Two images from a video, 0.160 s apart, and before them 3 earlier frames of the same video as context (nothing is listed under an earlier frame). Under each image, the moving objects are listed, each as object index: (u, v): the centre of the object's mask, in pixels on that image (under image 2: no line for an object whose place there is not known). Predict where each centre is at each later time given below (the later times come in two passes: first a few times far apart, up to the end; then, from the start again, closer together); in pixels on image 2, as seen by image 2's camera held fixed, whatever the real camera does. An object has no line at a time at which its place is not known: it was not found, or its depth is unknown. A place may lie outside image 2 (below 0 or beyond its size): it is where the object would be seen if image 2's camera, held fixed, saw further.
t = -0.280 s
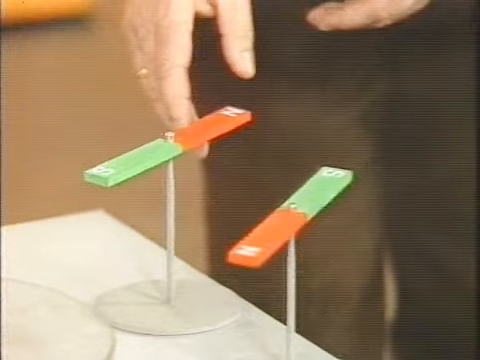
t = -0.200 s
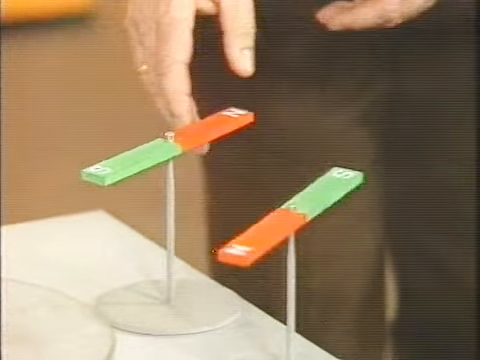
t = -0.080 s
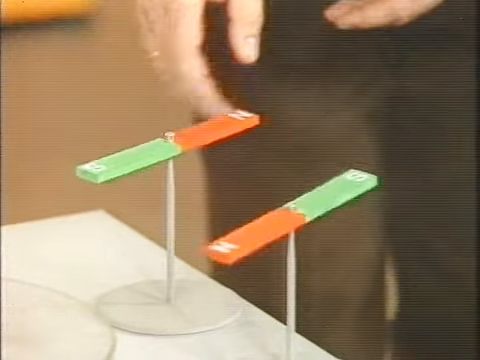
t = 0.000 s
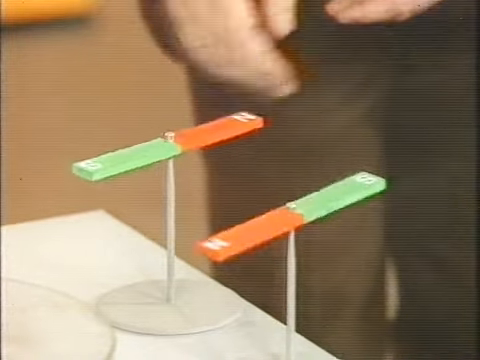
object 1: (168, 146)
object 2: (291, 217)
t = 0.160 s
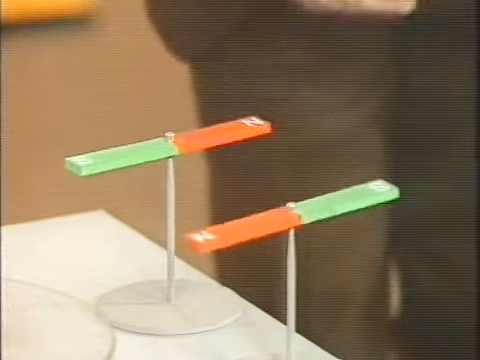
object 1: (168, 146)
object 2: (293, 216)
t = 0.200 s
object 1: (168, 146)
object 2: (294, 216)
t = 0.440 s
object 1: (168, 146)
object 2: (293, 216)
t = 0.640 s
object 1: (169, 146)
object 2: (294, 216)
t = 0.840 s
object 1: (169, 146)
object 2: (295, 216)
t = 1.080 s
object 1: (169, 146)
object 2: (295, 216)
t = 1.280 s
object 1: (168, 147)
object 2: (295, 216)
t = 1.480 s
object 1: (168, 147)
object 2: (295, 216)
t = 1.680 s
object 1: (171, 147)
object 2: (296, 217)
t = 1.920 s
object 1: (171, 146)
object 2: (292, 217)
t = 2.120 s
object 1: (170, 146)
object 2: (292, 217)
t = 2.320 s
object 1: (169, 146)
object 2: (292, 217)
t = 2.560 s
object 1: (172, 147)
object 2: (293, 218)
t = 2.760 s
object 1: (172, 148)
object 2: (293, 216)
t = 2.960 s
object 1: (168, 148)
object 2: (292, 216)
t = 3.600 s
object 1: (171, 146)
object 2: (291, 217)
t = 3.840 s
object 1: (172, 148)
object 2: (293, 217)
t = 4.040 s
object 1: (170, 147)
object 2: (293, 217)
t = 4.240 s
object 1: (174, 146)
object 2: (294, 219)
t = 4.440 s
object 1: (173, 147)
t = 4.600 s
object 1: (175, 147)
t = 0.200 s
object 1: (168, 146)
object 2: (294, 216)
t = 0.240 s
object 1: (168, 146)
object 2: (292, 216)
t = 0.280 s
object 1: (168, 146)
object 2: (291, 216)
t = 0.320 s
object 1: (168, 146)
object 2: (292, 216)
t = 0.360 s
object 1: (168, 146)
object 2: (294, 216)
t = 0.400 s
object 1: (168, 146)
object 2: (292, 216)
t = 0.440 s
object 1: (168, 146)
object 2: (293, 216)
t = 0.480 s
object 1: (168, 146)
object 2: (293, 216)
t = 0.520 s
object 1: (168, 146)
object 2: (293, 216)
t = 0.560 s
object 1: (169, 146)
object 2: (293, 216)
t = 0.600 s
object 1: (168, 146)
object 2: (293, 216)
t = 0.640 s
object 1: (169, 146)
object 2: (294, 216)
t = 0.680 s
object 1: (169, 146)
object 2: (294, 216)
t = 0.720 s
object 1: (169, 146)
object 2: (295, 216)
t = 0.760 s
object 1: (169, 146)
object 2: (294, 216)
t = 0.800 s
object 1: (169, 146)
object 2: (294, 216)
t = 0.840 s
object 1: (169, 146)
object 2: (295, 216)
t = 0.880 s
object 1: (169, 146)
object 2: (295, 216)
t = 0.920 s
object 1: (169, 146)
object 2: (295, 216)
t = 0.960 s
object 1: (169, 146)
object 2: (295, 216)
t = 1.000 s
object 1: (169, 146)
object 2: (294, 216)
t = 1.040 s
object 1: (169, 146)
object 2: (295, 216)
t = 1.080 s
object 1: (169, 146)
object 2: (295, 216)
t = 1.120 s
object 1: (168, 146)
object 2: (295, 216)
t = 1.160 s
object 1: (168, 146)
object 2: (295, 216)
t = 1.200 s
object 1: (168, 146)
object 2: (294, 216)
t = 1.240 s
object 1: (168, 146)
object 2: (295, 216)
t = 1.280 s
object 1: (168, 147)
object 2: (295, 216)
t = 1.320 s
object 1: (168, 147)
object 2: (295, 216)
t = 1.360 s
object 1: (168, 147)
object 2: (295, 216)
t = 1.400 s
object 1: (168, 147)
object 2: (295, 216)
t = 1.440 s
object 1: (168, 147)
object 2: (295, 216)
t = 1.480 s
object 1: (168, 147)
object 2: (295, 216)
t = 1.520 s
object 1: (169, 148)
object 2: (295, 216)
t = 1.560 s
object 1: (169, 148)
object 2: (295, 216)
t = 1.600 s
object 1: (169, 148)
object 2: (295, 216)
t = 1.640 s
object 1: (170, 148)
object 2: (296, 217)
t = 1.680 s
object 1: (171, 147)
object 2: (296, 217)
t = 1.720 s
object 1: (172, 147)
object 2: (297, 217)
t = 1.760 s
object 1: (172, 147)
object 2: (299, 218)
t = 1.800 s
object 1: (170, 146)
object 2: (299, 219)
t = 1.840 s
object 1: (171, 147)
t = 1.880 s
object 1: (172, 146)
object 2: (292, 218)
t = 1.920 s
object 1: (171, 146)
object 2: (292, 217)
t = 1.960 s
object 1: (169, 146)
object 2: (292, 217)
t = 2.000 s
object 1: (169, 146)
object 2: (292, 217)
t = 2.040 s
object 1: (170, 146)
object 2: (292, 217)
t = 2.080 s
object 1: (169, 146)
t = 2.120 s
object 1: (170, 146)
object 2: (292, 217)
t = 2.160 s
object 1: (170, 146)
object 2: (292, 217)
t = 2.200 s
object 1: (168, 146)
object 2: (292, 218)
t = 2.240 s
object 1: (168, 146)
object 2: (292, 217)
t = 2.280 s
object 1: (168, 146)
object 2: (292, 218)
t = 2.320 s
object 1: (169, 146)
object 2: (292, 217)
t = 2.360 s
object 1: (168, 146)
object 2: (292, 218)
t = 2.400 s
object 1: (168, 146)
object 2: (292, 218)
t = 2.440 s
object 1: (169, 146)
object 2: (293, 218)
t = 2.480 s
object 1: (168, 146)
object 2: (293, 218)
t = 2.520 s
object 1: (170, 146)
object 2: (293, 218)
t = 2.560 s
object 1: (172, 147)
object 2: (293, 218)
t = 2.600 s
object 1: (174, 147)
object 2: (293, 217)
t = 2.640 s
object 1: (174, 147)
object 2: (293, 218)
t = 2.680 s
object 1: (172, 146)
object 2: (294, 217)
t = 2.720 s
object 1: (172, 147)
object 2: (295, 217)
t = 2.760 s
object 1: (172, 148)
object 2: (293, 216)
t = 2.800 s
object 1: (171, 148)
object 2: (293, 215)
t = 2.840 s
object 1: (171, 147)
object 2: (293, 216)
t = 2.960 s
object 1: (168, 148)
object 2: (292, 216)
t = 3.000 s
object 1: (169, 148)
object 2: (293, 216)
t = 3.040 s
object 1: (169, 148)
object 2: (293, 216)
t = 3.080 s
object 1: (170, 147)
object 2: (293, 216)
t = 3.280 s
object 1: (172, 147)
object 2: (296, 219)
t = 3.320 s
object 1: (172, 147)
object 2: (296, 220)
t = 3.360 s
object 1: (171, 146)
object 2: (292, 218)
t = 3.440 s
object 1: (172, 146)
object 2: (289, 218)
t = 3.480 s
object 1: (173, 146)
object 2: (289, 218)
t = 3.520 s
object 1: (172, 146)
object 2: (292, 218)
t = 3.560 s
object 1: (173, 146)
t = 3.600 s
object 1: (171, 146)
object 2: (291, 217)
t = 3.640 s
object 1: (172, 146)
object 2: (291, 218)
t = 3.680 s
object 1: (172, 146)
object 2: (293, 218)
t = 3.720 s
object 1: (172, 147)
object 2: (295, 218)
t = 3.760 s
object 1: (172, 147)
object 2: (296, 218)
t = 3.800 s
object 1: (173, 148)
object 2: (296, 219)
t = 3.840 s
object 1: (172, 148)
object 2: (293, 217)
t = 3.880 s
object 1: (170, 147)
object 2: (292, 217)
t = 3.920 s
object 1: (169, 147)
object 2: (291, 217)
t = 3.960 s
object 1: (170, 147)
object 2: (291, 216)
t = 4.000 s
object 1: (170, 147)
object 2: (292, 216)
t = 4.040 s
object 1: (170, 147)
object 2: (293, 217)
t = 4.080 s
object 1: (171, 147)
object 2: (294, 217)
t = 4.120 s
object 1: (171, 147)
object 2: (295, 218)
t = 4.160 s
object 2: (296, 218)
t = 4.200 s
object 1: (173, 147)
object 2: (296, 218)
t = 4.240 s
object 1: (174, 146)
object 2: (294, 219)
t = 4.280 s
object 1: (173, 146)
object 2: (294, 218)
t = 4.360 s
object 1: (171, 146)
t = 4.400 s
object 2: (291, 218)
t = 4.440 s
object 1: (173, 147)
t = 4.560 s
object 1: (175, 148)
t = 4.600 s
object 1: (175, 147)
